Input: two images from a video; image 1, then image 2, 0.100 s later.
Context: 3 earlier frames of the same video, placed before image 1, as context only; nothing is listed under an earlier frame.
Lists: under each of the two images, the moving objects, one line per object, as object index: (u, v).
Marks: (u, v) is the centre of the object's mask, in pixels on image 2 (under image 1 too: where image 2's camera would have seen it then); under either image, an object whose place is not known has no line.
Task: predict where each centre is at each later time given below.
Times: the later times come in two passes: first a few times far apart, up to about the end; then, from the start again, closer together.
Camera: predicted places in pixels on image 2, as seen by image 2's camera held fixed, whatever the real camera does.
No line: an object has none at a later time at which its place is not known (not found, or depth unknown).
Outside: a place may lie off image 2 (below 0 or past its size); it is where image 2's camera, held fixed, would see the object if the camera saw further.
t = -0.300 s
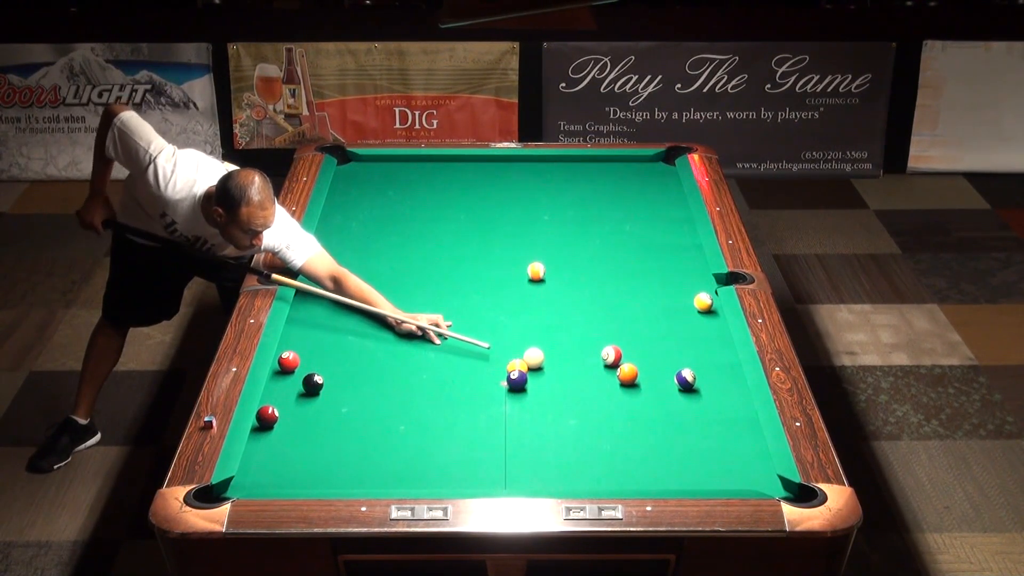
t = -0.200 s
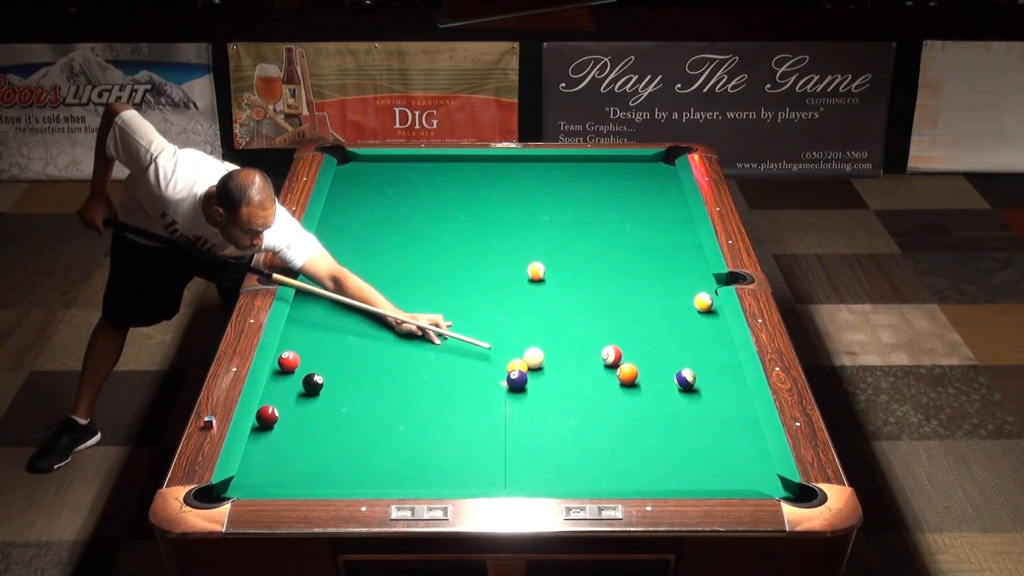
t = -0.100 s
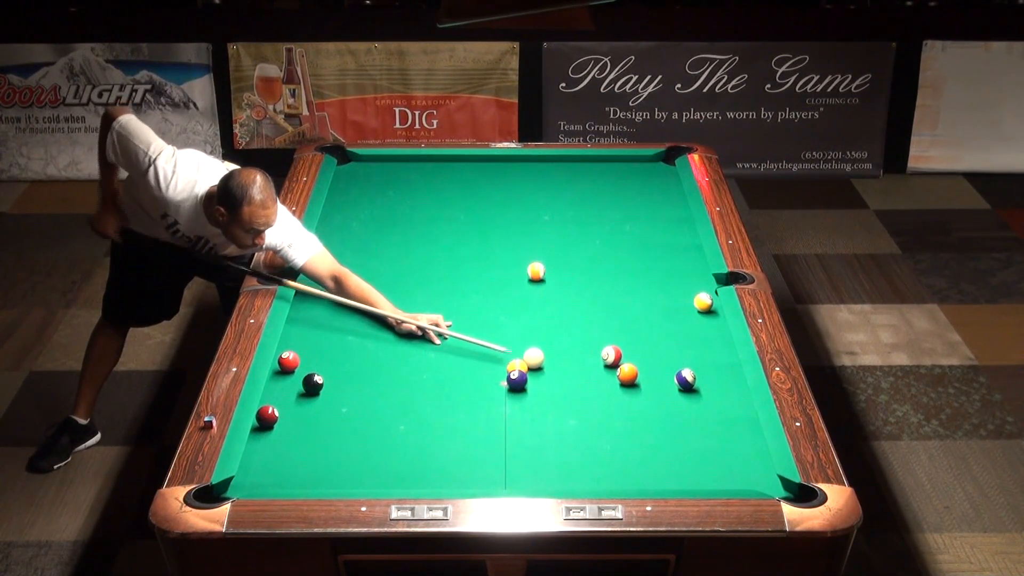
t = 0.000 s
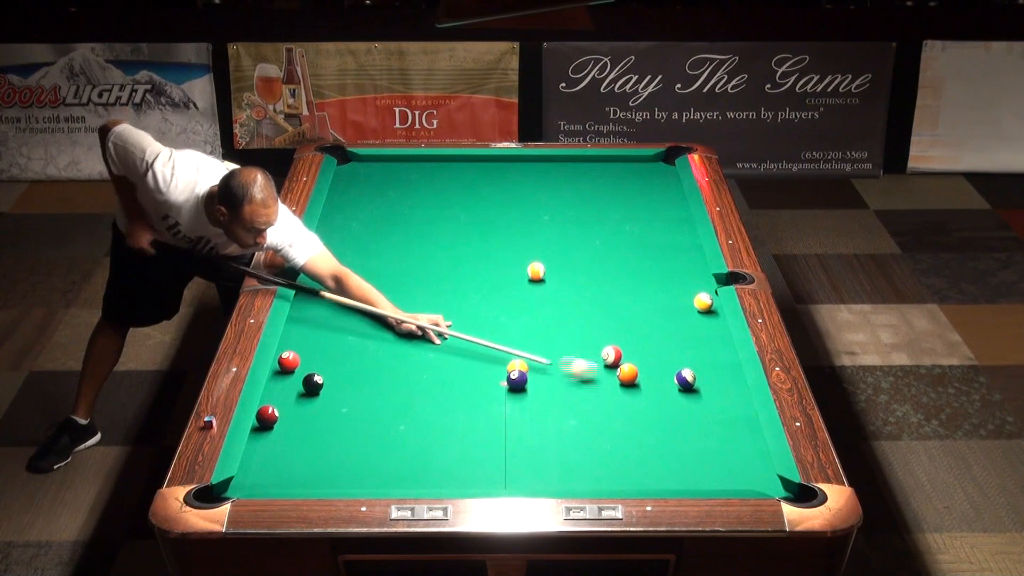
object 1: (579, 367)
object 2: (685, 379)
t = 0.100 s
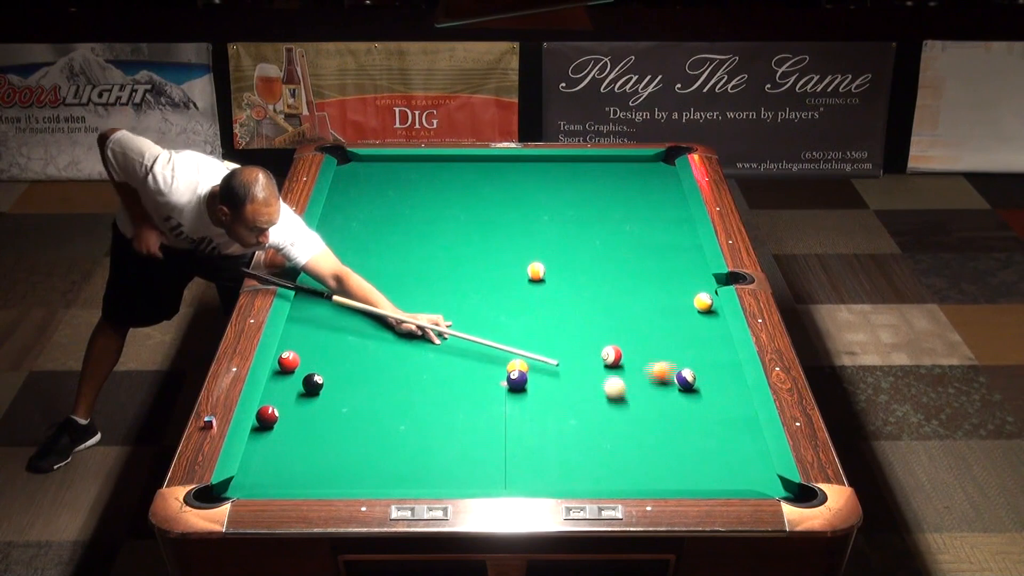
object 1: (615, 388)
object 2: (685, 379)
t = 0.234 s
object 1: (630, 410)
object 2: (698, 386)
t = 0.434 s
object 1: (653, 445)
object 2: (720, 397)
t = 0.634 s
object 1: (678, 478)
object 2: (741, 407)
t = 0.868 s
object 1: (690, 465)
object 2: (737, 415)
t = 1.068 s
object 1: (697, 446)
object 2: (730, 422)
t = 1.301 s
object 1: (699, 428)
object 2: (729, 428)
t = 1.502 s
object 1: (685, 416)
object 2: (740, 429)
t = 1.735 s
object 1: (670, 405)
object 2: (748, 430)
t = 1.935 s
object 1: (658, 395)
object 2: (744, 430)
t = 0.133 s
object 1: (618, 393)
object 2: (687, 380)
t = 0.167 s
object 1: (622, 400)
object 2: (690, 382)
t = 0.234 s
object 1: (630, 410)
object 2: (698, 386)
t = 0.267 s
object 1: (634, 416)
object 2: (702, 387)
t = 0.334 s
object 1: (641, 427)
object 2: (709, 391)
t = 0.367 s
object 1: (645, 433)
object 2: (713, 393)
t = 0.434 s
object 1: (653, 445)
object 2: (720, 397)
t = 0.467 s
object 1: (657, 450)
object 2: (723, 399)
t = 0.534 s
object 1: (666, 462)
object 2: (730, 402)
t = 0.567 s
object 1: (670, 468)
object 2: (733, 404)
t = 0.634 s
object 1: (678, 478)
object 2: (741, 407)
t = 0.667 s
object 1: (682, 482)
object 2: (743, 409)
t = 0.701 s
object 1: (684, 480)
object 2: (742, 410)
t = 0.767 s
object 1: (686, 475)
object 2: (740, 412)
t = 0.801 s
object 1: (688, 472)
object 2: (739, 413)
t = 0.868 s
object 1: (690, 465)
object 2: (737, 415)
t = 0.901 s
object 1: (692, 462)
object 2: (736, 416)
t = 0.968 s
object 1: (694, 455)
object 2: (734, 418)
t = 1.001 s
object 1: (695, 452)
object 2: (733, 419)
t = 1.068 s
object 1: (697, 446)
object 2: (730, 422)
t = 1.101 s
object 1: (699, 443)
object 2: (729, 422)
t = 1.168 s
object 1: (701, 437)
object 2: (727, 425)
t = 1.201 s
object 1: (702, 434)
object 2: (726, 426)
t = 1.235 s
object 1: (703, 432)
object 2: (725, 427)
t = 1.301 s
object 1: (699, 428)
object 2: (729, 428)
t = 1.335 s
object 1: (696, 426)
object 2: (731, 428)
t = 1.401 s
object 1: (692, 422)
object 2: (735, 428)
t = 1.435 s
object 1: (689, 420)
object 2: (736, 428)
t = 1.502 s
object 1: (685, 416)
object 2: (740, 429)
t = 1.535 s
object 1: (683, 415)
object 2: (742, 429)
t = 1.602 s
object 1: (678, 411)
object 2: (746, 429)
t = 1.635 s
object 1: (676, 410)
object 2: (747, 429)
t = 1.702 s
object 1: (672, 406)
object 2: (749, 429)
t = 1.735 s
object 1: (670, 405)
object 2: (748, 430)
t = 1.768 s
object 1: (668, 403)
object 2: (747, 430)
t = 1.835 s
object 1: (664, 400)
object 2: (746, 430)
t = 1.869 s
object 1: (662, 399)
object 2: (745, 430)
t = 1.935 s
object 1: (658, 395)
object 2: (744, 430)
